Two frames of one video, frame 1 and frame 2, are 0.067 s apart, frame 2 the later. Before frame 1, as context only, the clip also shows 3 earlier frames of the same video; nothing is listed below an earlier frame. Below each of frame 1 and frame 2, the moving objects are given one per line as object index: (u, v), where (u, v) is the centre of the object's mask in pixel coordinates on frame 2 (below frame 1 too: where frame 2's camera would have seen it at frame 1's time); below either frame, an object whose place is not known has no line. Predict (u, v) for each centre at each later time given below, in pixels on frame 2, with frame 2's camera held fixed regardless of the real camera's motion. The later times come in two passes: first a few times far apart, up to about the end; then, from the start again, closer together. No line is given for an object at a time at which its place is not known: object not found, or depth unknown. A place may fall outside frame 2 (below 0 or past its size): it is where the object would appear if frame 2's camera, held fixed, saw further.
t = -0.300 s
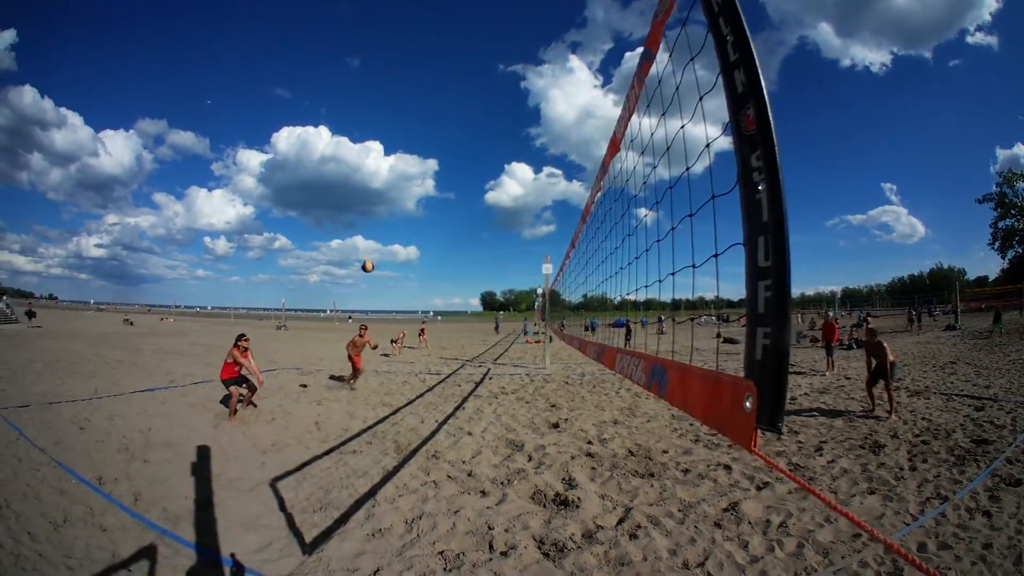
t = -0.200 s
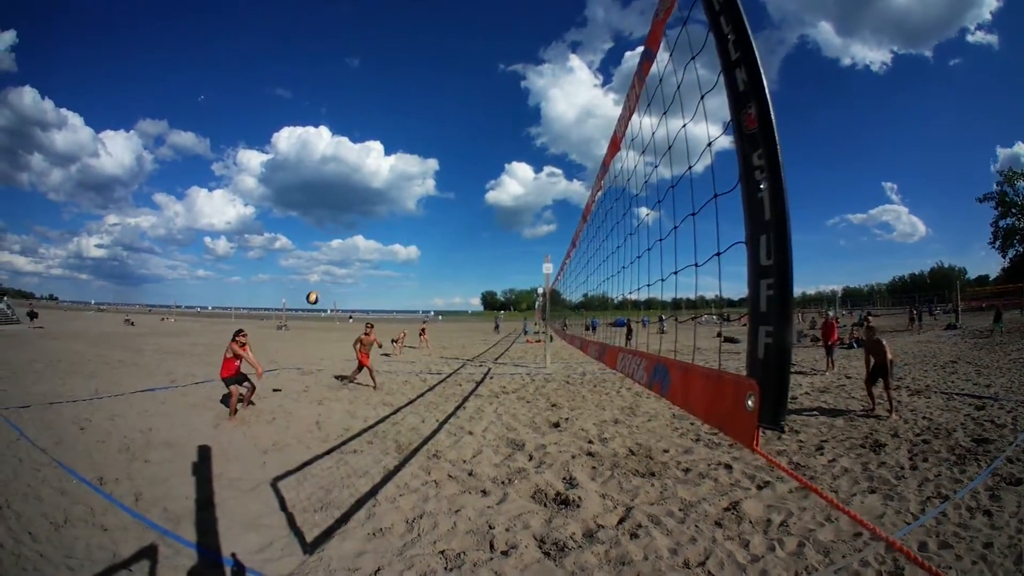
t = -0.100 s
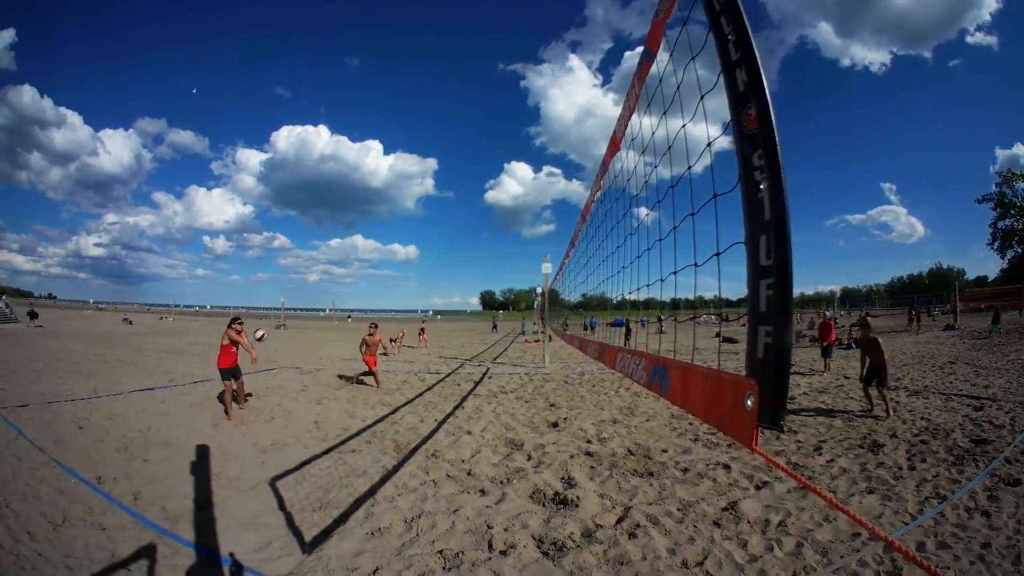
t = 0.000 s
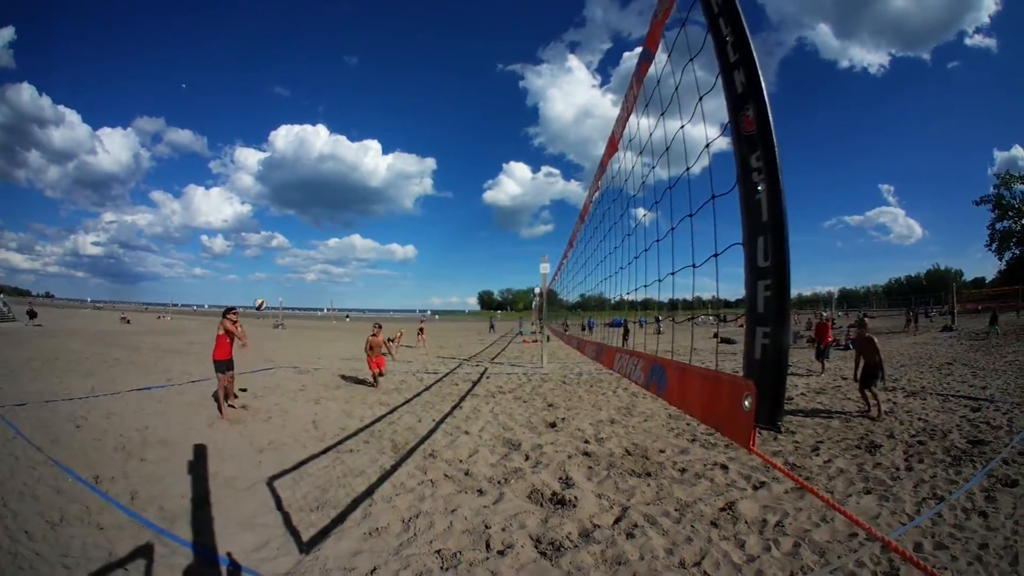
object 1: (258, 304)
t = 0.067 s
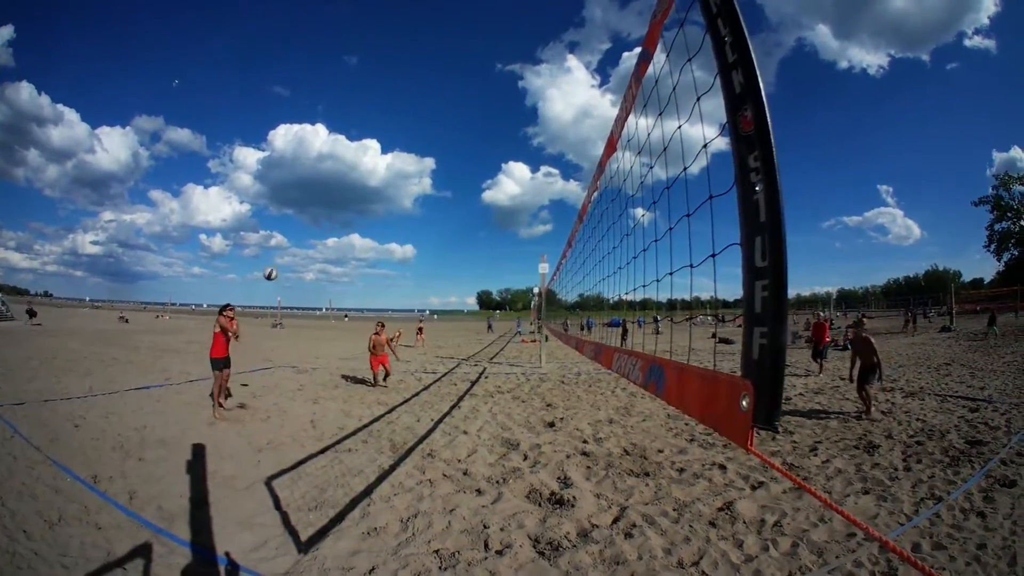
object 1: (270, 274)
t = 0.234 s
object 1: (305, 209)
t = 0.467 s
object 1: (355, 148)
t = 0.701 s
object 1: (404, 123)
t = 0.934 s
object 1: (450, 136)
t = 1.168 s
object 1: (493, 190)
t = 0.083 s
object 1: (273, 267)
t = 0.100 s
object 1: (277, 260)
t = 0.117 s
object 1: (280, 253)
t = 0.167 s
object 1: (290, 233)
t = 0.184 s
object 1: (294, 227)
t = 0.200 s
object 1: (297, 221)
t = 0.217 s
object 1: (301, 214)
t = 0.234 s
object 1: (305, 209)
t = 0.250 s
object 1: (308, 203)
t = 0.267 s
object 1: (312, 198)
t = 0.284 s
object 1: (315, 192)
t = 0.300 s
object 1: (319, 187)
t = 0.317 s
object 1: (322, 182)
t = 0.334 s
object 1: (326, 178)
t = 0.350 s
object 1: (330, 174)
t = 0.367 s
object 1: (333, 170)
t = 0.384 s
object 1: (337, 166)
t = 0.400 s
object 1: (341, 162)
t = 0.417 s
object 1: (344, 158)
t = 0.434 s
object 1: (348, 154)
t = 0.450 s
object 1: (352, 151)
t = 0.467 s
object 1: (355, 148)
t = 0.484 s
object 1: (359, 145)
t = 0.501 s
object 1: (363, 142)
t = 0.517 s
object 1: (366, 139)
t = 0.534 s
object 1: (370, 137)
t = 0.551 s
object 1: (373, 134)
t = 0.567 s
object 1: (377, 132)
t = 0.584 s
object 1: (380, 131)
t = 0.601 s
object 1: (383, 129)
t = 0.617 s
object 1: (387, 128)
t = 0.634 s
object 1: (391, 127)
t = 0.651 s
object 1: (394, 125)
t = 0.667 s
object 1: (397, 124)
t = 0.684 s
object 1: (401, 124)
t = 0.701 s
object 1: (404, 123)
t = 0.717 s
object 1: (407, 123)
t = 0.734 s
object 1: (411, 123)
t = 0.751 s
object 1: (414, 123)
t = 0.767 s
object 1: (417, 123)
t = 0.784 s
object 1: (421, 124)
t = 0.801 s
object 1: (424, 124)
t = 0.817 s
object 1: (427, 125)
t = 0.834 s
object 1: (431, 126)
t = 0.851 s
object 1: (434, 128)
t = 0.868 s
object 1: (437, 129)
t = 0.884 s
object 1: (440, 130)
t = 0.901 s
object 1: (444, 132)
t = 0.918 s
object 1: (447, 134)
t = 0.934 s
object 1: (450, 136)
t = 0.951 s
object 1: (453, 138)
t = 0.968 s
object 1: (457, 141)
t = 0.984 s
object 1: (460, 144)
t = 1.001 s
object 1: (463, 147)
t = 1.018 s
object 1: (466, 150)
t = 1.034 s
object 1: (470, 153)
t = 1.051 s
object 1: (472, 157)
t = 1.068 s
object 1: (476, 161)
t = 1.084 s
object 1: (479, 165)
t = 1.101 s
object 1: (482, 170)
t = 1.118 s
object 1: (485, 174)
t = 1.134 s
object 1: (488, 179)
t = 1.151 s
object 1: (490, 184)
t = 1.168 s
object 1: (493, 190)
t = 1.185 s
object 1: (496, 195)
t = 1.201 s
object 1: (498, 202)
